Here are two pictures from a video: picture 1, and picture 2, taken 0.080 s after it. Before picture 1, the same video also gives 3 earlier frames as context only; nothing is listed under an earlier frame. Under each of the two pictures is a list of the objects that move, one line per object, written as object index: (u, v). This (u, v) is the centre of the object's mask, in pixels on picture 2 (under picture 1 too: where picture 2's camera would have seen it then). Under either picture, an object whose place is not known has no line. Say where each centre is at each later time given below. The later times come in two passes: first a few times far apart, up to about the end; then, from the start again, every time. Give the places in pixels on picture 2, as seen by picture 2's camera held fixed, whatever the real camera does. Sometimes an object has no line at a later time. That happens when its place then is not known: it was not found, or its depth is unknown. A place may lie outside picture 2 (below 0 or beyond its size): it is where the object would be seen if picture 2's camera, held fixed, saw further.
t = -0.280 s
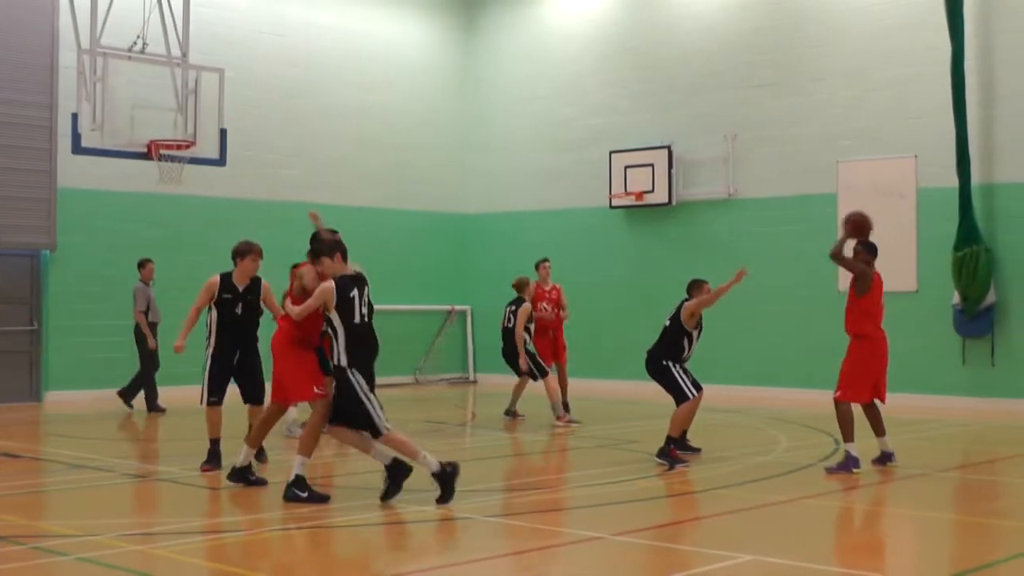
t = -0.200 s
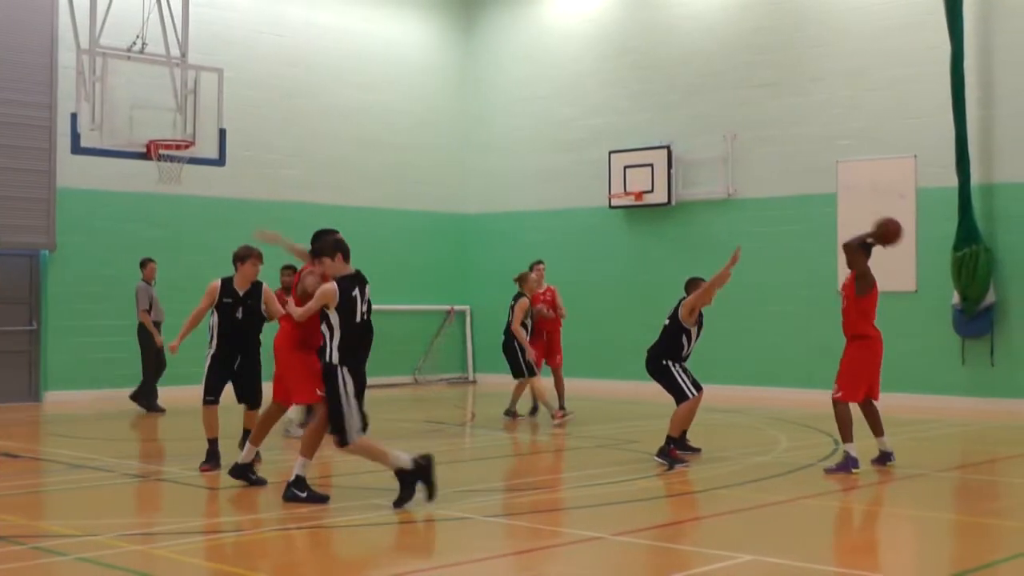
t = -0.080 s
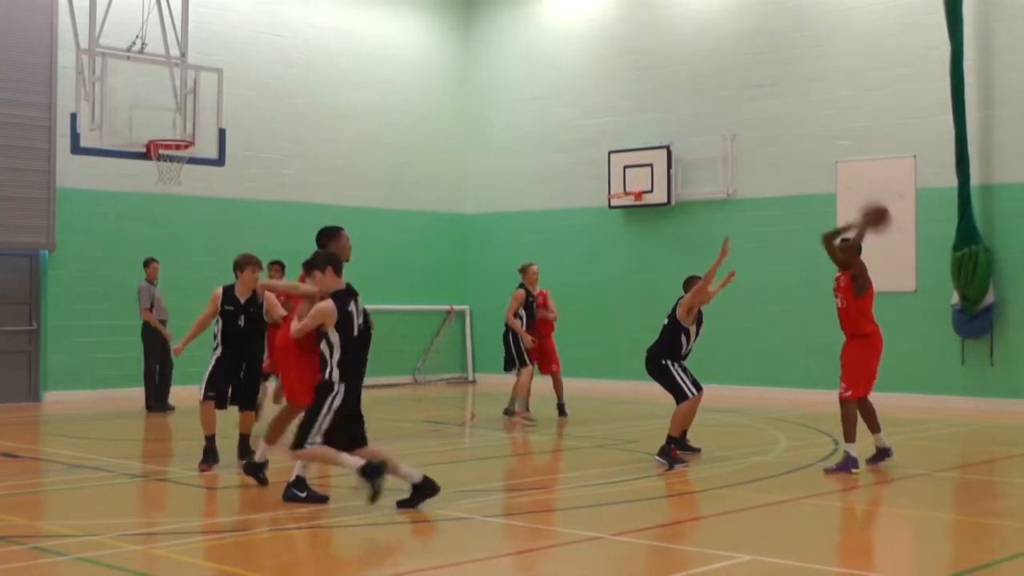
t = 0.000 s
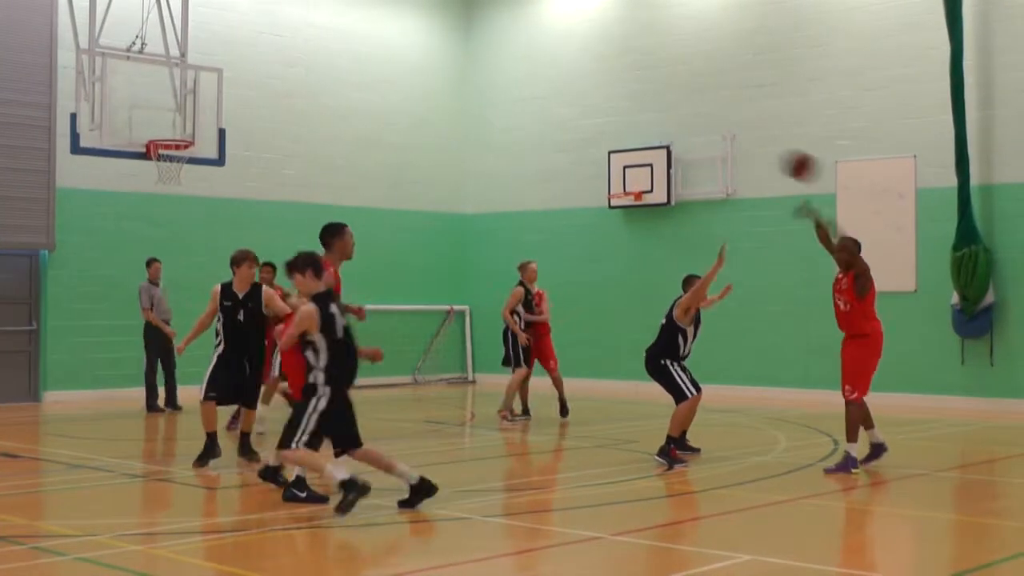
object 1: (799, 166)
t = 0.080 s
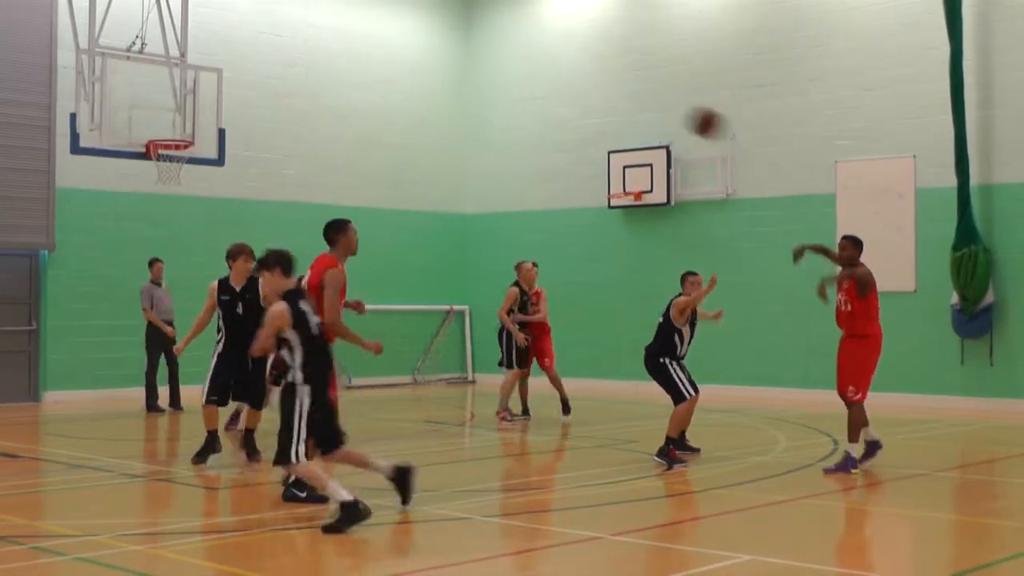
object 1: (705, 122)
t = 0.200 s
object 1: (556, 69)
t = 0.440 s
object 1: (217, 13)
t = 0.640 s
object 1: (-110, 28)
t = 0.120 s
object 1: (657, 103)
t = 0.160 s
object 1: (607, 85)
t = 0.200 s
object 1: (556, 69)
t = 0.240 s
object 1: (503, 55)
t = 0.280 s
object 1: (448, 41)
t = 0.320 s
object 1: (393, 30)
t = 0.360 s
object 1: (336, 22)
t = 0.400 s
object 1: (277, 15)
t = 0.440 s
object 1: (217, 13)
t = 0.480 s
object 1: (156, 11)
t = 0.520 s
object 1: (93, 10)
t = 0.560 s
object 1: (25, 13)
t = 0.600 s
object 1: (-43, 19)
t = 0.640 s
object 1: (-110, 28)
